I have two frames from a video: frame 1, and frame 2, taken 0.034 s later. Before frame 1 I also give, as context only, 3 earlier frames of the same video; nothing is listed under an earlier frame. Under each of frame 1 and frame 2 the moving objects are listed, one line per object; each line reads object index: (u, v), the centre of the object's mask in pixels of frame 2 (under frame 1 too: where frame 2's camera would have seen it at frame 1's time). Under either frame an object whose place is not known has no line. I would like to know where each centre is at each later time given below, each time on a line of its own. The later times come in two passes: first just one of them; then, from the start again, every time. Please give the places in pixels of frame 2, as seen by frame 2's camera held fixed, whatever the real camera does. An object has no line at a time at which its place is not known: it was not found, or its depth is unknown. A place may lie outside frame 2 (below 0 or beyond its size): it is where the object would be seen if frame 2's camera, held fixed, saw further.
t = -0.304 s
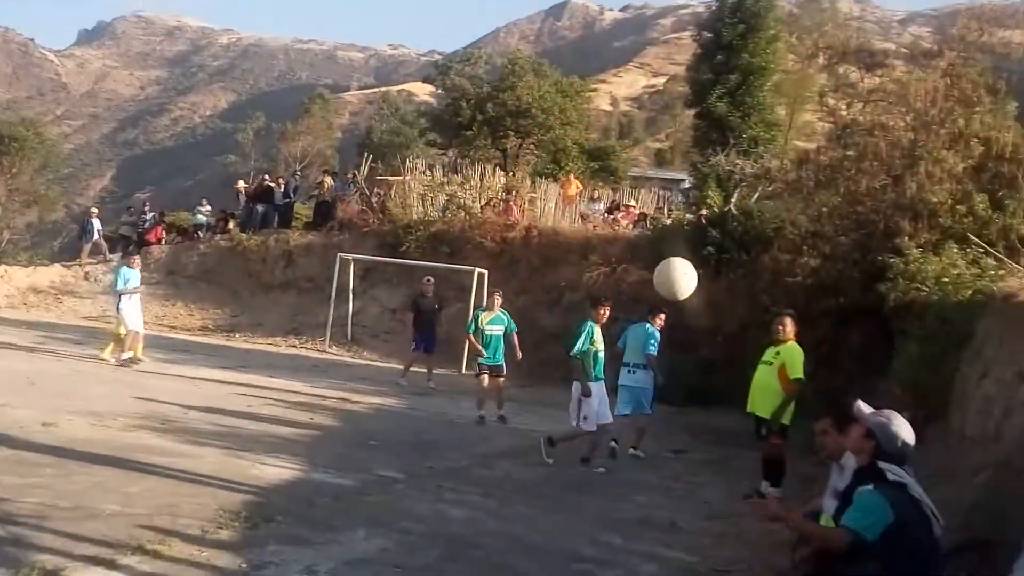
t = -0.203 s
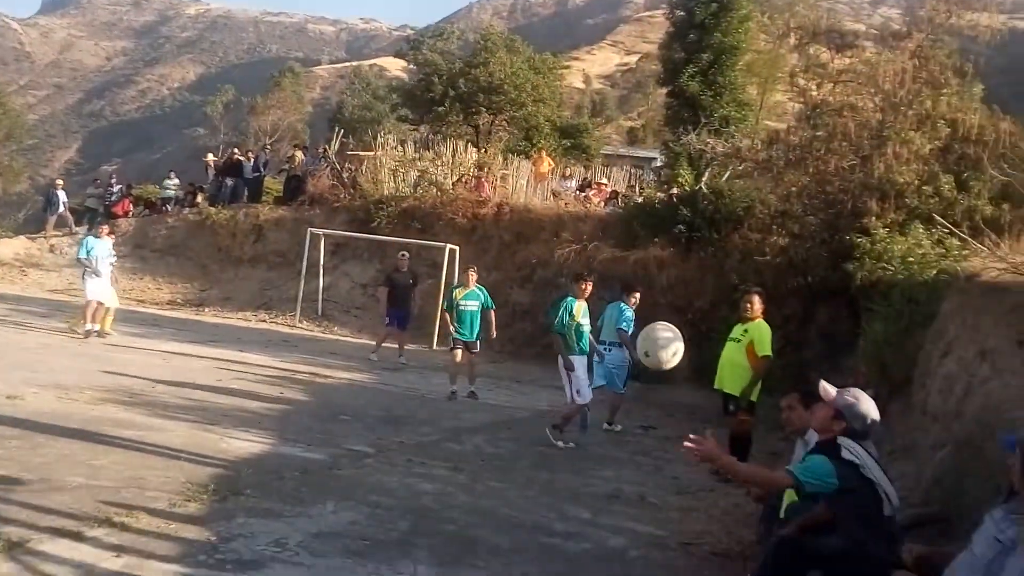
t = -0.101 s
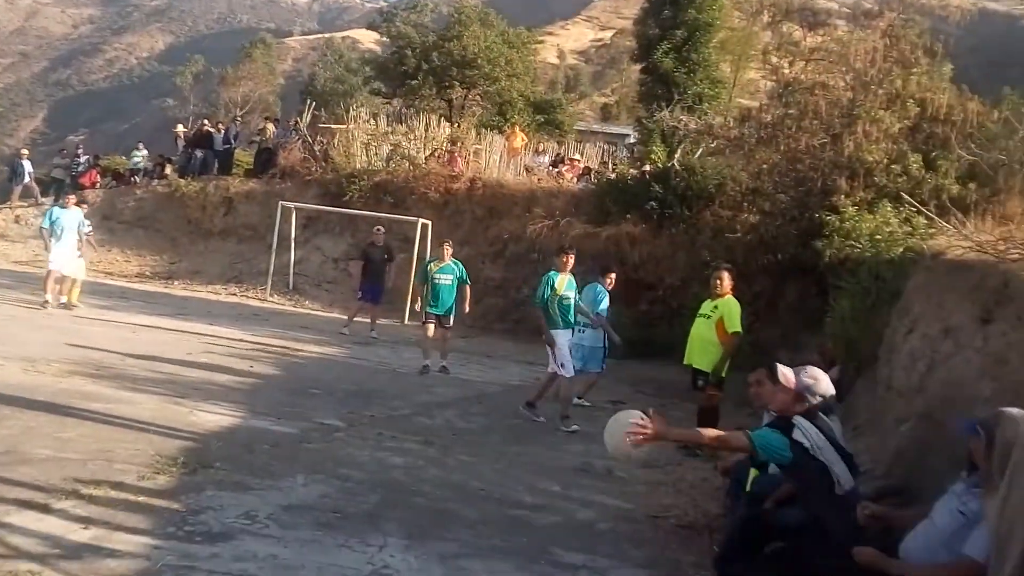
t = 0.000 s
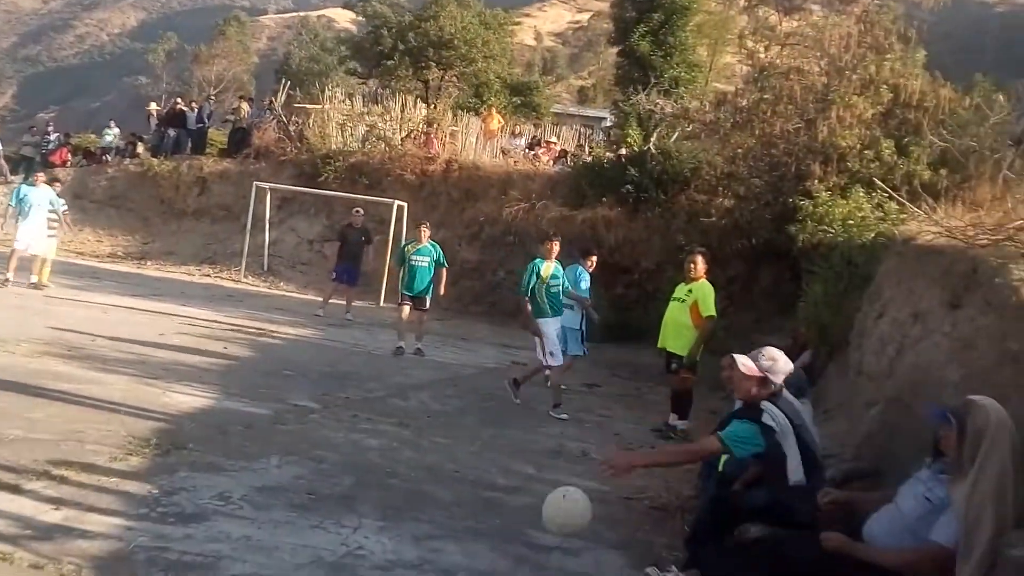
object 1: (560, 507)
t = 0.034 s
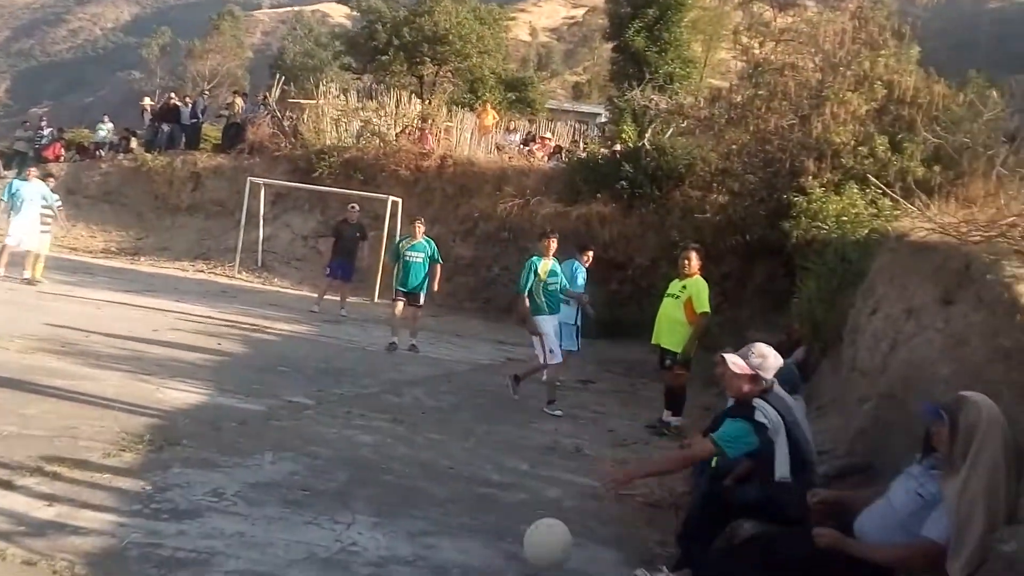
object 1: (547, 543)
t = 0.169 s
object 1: (529, 454)
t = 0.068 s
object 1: (540, 536)
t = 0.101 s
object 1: (537, 506)
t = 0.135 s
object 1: (534, 480)
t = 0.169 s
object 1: (529, 454)
